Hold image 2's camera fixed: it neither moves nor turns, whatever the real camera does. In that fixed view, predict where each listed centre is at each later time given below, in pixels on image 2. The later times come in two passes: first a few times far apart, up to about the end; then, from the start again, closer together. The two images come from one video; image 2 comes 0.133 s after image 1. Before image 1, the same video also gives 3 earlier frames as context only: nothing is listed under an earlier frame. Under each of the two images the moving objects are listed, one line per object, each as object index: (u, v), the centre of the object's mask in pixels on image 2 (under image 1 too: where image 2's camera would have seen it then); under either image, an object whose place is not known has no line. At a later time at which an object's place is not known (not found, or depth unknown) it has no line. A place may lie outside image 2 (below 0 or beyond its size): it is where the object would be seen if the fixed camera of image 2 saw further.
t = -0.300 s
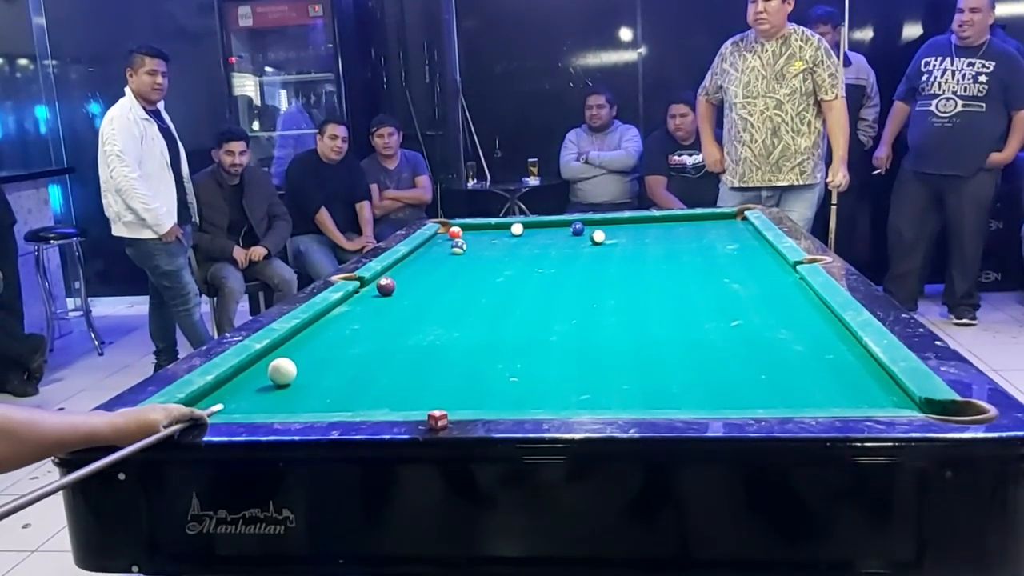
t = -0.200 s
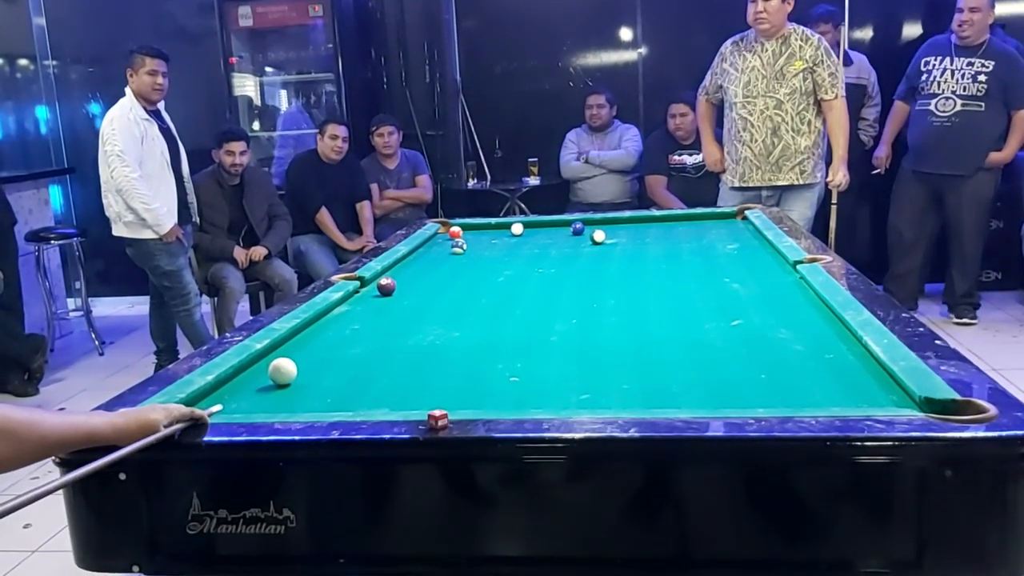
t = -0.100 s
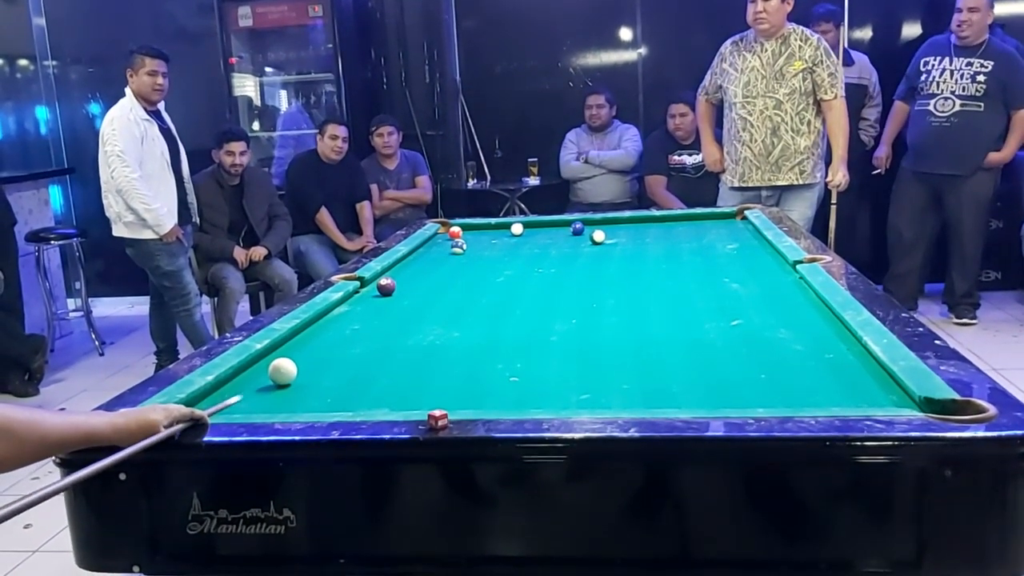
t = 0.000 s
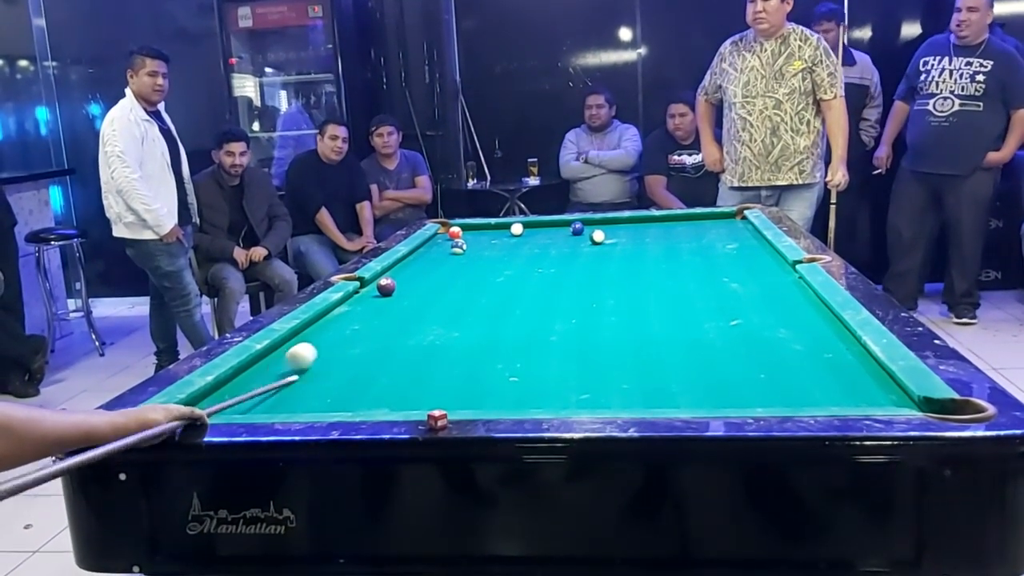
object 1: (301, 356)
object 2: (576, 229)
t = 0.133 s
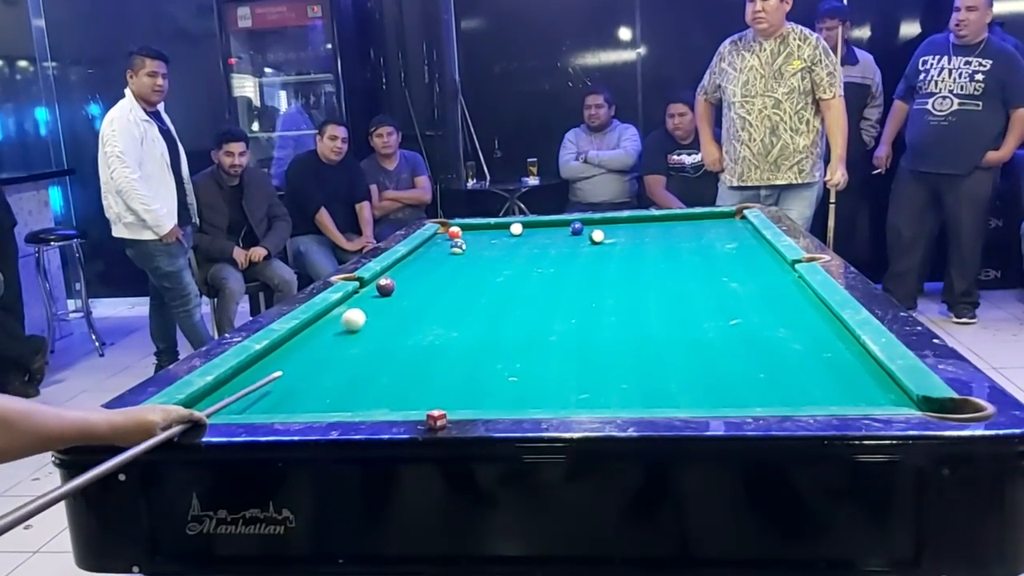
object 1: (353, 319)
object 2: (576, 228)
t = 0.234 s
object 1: (380, 300)
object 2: (576, 228)
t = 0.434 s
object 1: (433, 278)
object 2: (576, 228)
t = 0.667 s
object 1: (489, 265)
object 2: (576, 228)
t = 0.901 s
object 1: (536, 254)
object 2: (576, 228)
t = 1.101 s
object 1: (572, 245)
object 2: (576, 228)
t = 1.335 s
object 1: (610, 237)
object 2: (575, 228)
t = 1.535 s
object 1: (644, 233)
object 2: (576, 228)
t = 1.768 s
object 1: (680, 229)
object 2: (574, 228)
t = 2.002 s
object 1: (714, 225)
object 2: (572, 227)
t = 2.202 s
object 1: (743, 221)
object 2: (571, 226)
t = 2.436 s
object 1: (729, 222)
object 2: (569, 226)
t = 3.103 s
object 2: (565, 225)
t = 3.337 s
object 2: (566, 224)
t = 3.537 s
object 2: (566, 225)
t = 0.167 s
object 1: (363, 313)
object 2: (576, 229)
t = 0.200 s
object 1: (372, 306)
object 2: (576, 229)
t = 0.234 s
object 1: (380, 300)
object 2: (576, 228)
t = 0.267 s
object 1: (387, 295)
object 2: (576, 228)
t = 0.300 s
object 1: (394, 291)
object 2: (576, 228)
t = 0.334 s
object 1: (401, 287)
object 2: (576, 228)
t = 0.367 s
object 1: (413, 284)
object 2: (576, 228)
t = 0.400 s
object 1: (424, 281)
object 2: (576, 228)
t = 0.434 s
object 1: (433, 278)
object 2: (576, 228)
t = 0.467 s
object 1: (442, 277)
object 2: (576, 228)
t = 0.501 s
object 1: (451, 274)
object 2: (576, 228)
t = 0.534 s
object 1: (458, 273)
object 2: (576, 228)
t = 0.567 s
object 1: (467, 271)
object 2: (576, 228)
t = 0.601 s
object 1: (474, 269)
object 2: (576, 228)
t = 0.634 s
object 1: (481, 267)
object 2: (576, 228)
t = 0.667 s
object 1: (489, 265)
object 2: (576, 228)
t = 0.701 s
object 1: (496, 264)
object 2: (576, 228)
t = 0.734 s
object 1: (503, 262)
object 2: (576, 228)
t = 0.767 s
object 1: (510, 260)
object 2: (576, 228)
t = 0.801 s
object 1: (517, 258)
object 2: (576, 228)
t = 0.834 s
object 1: (523, 257)
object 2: (576, 228)
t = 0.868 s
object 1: (530, 255)
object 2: (576, 228)
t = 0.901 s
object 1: (536, 254)
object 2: (576, 228)
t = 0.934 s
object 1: (542, 252)
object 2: (576, 228)
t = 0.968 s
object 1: (549, 251)
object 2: (576, 228)
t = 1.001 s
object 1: (555, 250)
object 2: (576, 228)
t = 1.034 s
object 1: (560, 248)
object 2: (576, 228)
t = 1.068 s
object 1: (566, 246)
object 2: (576, 228)
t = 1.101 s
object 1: (572, 245)
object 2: (576, 228)
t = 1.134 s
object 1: (577, 244)
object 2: (576, 228)
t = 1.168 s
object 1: (583, 242)
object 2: (575, 228)
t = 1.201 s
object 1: (587, 241)
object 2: (576, 228)
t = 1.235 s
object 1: (593, 239)
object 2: (575, 228)
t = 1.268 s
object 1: (598, 238)
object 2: (575, 228)
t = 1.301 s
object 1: (604, 238)
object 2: (575, 228)
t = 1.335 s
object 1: (610, 237)
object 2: (575, 228)
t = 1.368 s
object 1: (616, 236)
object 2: (575, 228)
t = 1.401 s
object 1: (622, 236)
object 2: (575, 228)
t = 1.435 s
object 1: (627, 235)
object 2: (575, 228)
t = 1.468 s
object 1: (633, 234)
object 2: (575, 228)
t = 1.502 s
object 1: (639, 234)
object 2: (575, 228)
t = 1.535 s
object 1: (644, 233)
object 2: (576, 228)
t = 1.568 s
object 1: (650, 233)
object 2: (575, 228)
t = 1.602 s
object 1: (655, 232)
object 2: (575, 228)
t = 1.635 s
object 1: (660, 232)
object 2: (575, 228)
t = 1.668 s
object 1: (665, 231)
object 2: (575, 228)
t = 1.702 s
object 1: (670, 230)
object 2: (575, 228)
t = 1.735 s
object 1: (675, 230)
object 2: (575, 228)
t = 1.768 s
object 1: (680, 229)
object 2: (574, 228)
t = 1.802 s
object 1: (685, 228)
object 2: (574, 227)
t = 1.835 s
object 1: (690, 228)
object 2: (574, 228)
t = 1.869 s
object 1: (695, 227)
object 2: (573, 228)
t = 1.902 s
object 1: (700, 227)
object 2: (573, 227)
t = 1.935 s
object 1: (704, 226)
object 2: (572, 228)
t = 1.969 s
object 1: (709, 225)
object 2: (572, 228)
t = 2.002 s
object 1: (714, 225)
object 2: (572, 227)
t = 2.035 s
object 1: (719, 225)
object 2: (573, 227)
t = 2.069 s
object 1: (724, 224)
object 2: (572, 227)
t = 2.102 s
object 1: (729, 223)
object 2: (572, 227)
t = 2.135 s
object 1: (734, 223)
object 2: (572, 226)
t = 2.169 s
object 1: (738, 222)
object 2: (571, 226)
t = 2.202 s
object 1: (743, 221)
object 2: (571, 226)
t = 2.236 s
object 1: (744, 221)
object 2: (571, 226)
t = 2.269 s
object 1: (740, 222)
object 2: (570, 226)
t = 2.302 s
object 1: (738, 222)
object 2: (570, 226)
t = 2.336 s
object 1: (736, 222)
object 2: (570, 226)
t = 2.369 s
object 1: (734, 222)
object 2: (569, 226)
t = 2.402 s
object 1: (731, 222)
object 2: (569, 226)
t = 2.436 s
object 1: (729, 222)
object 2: (569, 226)
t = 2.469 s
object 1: (726, 222)
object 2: (569, 226)
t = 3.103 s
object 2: (565, 225)
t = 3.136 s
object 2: (566, 225)
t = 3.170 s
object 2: (566, 224)
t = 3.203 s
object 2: (566, 224)
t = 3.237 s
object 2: (566, 225)
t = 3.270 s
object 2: (565, 225)
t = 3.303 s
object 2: (565, 225)
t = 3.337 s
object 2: (566, 224)
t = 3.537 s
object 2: (566, 225)
